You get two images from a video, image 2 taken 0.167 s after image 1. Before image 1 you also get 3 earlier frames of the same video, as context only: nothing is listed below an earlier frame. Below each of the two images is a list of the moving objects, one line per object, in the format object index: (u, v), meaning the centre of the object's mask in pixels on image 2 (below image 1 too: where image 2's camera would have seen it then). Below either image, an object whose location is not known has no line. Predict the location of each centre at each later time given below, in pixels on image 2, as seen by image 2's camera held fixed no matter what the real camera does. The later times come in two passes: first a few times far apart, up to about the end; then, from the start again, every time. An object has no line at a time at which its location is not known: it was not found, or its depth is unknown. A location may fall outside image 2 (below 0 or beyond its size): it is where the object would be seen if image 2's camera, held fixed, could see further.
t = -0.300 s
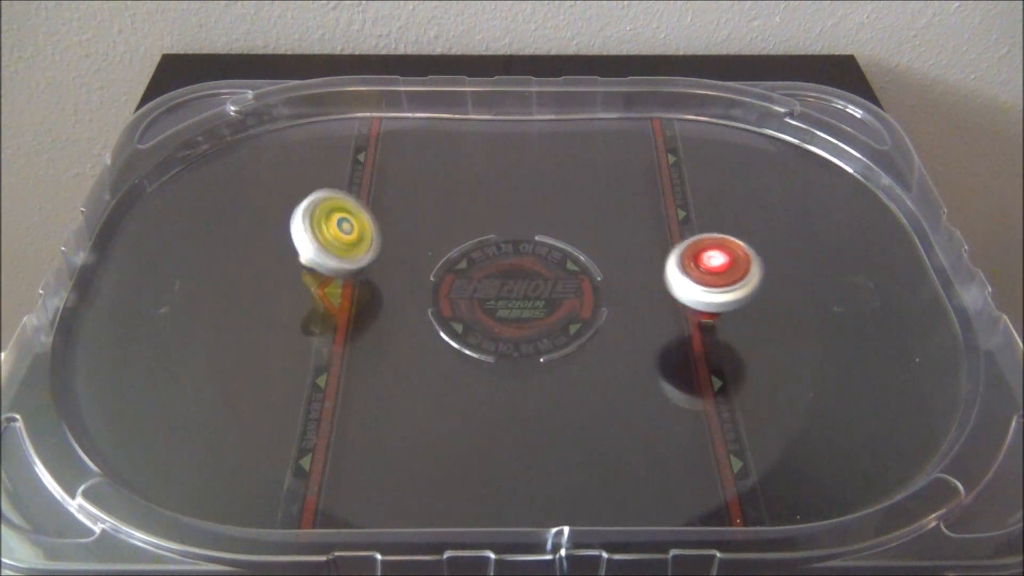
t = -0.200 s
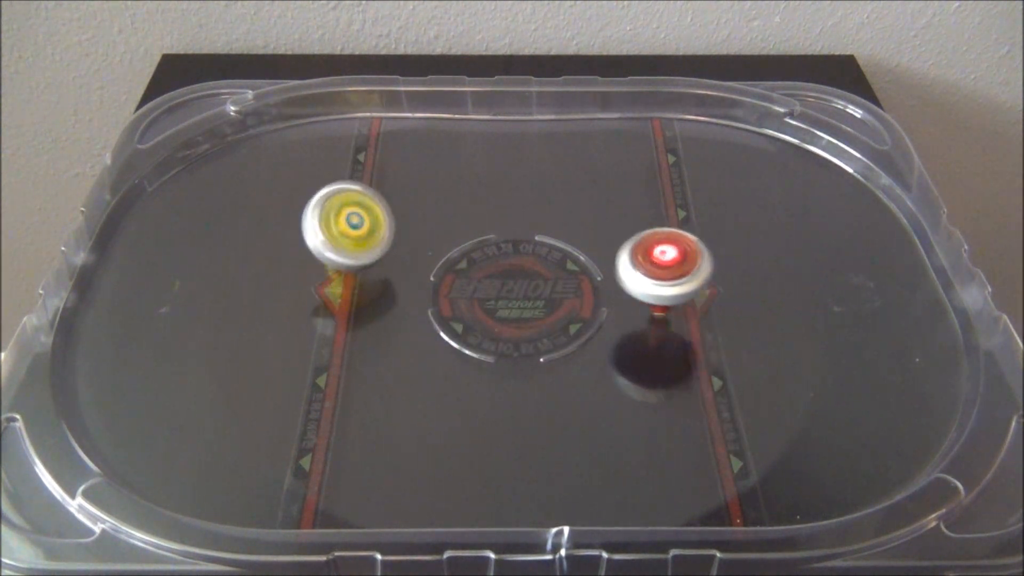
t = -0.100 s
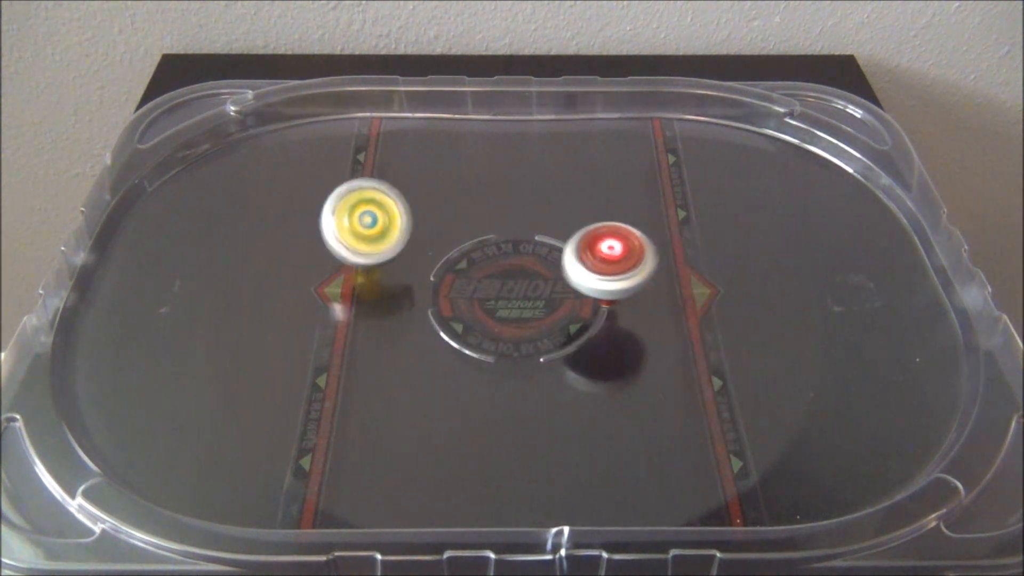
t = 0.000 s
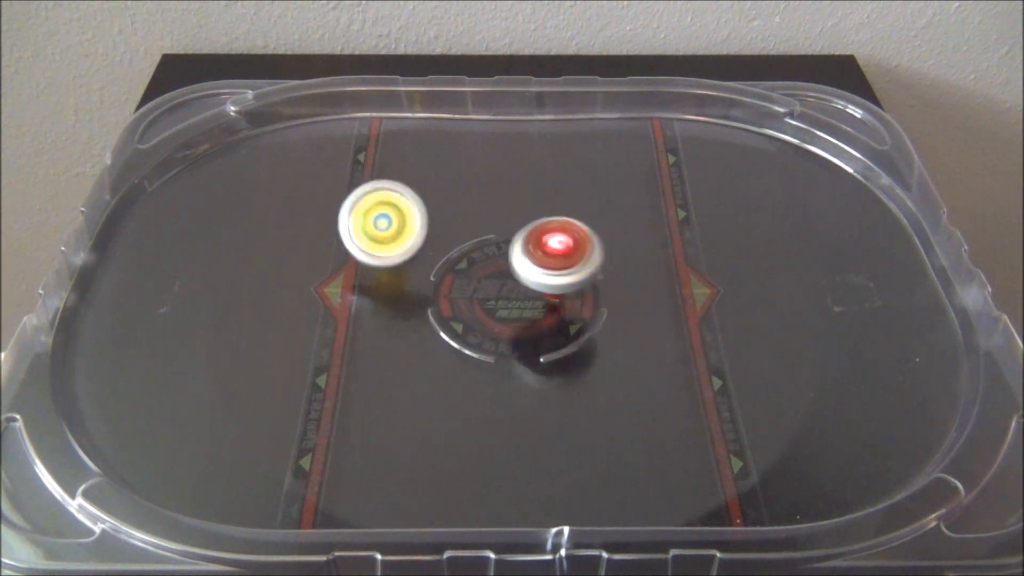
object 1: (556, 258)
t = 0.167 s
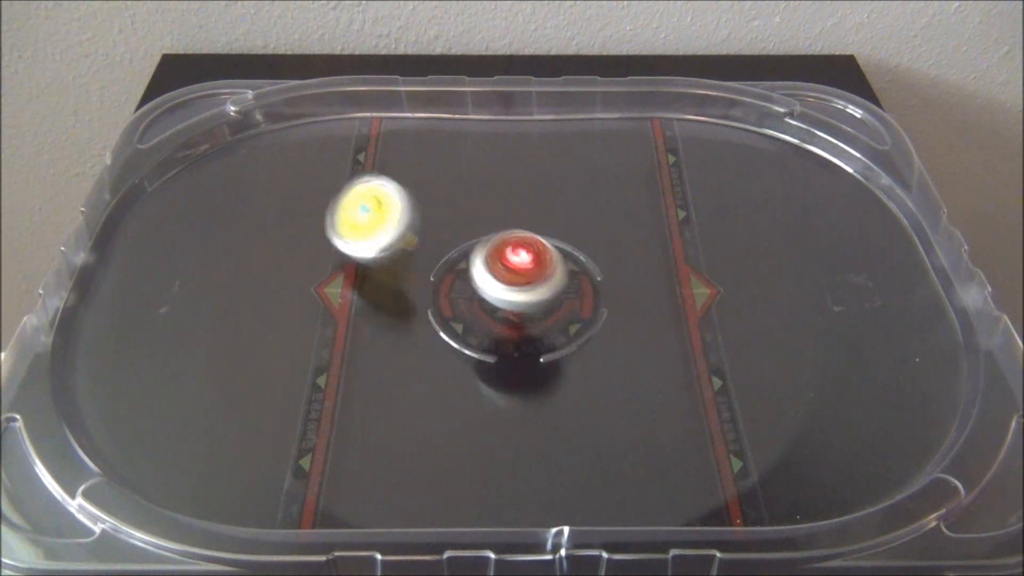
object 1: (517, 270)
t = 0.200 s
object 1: (540, 288)
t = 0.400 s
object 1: (597, 349)
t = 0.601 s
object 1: (668, 401)
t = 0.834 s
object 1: (712, 423)
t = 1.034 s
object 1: (694, 395)
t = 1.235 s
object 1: (654, 342)
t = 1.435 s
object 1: (600, 283)
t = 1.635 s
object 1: (575, 241)
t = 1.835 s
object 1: (499, 225)
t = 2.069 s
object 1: (433, 213)
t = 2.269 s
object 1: (385, 225)
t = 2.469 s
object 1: (359, 242)
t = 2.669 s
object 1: (365, 275)
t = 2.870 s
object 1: (400, 306)
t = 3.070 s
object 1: (462, 335)
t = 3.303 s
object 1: (547, 349)
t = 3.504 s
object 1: (614, 345)
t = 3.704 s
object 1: (660, 325)
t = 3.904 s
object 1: (678, 296)
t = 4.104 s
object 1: (662, 270)
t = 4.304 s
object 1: (616, 248)
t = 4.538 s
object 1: (540, 230)
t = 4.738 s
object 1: (471, 217)
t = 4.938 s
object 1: (462, 234)
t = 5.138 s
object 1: (443, 278)
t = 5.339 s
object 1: (448, 345)
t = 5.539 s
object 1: (472, 405)
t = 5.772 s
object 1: (506, 434)
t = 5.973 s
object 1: (530, 415)
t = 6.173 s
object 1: (556, 362)
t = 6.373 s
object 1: (581, 305)
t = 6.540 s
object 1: (602, 292)
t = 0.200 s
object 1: (540, 288)
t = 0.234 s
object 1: (556, 302)
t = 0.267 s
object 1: (566, 317)
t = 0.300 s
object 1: (575, 326)
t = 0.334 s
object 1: (583, 332)
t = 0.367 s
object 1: (590, 341)
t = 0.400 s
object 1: (597, 349)
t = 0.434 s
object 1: (606, 358)
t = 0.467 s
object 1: (618, 369)
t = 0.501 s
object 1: (631, 377)
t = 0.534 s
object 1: (644, 386)
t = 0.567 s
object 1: (656, 394)
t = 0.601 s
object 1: (668, 401)
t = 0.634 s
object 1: (678, 408)
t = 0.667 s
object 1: (686, 413)
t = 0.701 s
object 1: (694, 418)
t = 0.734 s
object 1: (700, 422)
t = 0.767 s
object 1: (706, 425)
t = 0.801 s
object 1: (710, 423)
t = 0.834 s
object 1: (712, 423)
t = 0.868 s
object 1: (712, 422)
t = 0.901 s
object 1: (710, 420)
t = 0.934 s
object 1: (706, 415)
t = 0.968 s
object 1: (703, 410)
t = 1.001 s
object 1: (699, 403)
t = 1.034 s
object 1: (694, 395)
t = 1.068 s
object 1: (688, 387)
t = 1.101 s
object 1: (682, 380)
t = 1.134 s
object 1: (675, 371)
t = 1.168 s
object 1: (668, 362)
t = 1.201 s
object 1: (661, 352)
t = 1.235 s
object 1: (654, 342)
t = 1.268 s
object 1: (646, 331)
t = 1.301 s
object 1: (637, 321)
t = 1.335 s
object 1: (627, 310)
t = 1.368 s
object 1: (617, 301)
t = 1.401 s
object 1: (607, 291)
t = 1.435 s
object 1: (600, 283)
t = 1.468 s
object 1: (603, 276)
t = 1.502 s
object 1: (604, 265)
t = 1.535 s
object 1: (600, 260)
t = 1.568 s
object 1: (593, 255)
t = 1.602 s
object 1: (585, 251)
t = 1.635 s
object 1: (575, 241)
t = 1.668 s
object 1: (562, 240)
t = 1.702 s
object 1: (549, 237)
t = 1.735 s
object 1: (536, 234)
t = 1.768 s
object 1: (524, 231)
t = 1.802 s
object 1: (511, 228)
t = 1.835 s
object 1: (499, 225)
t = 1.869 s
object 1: (487, 220)
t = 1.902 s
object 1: (475, 216)
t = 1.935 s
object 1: (463, 214)
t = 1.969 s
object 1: (455, 212)
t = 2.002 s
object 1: (450, 209)
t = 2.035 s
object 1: (443, 211)
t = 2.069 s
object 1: (433, 213)
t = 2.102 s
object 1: (424, 214)
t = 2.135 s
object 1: (416, 216)
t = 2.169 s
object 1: (407, 217)
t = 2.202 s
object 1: (399, 218)
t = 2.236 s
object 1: (392, 220)
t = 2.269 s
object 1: (385, 225)
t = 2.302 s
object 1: (378, 225)
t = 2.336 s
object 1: (373, 228)
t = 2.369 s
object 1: (368, 231)
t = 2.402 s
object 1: (365, 234)
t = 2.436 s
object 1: (362, 238)
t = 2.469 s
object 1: (359, 242)
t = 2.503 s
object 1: (358, 247)
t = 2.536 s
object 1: (358, 251)
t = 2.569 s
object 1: (358, 256)
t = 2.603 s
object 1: (359, 264)
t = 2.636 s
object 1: (362, 267)
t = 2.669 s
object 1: (365, 275)
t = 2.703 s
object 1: (368, 280)
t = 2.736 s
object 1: (373, 285)
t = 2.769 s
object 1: (379, 290)
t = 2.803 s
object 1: (385, 296)
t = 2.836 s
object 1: (392, 302)
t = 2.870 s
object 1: (400, 306)
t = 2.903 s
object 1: (409, 312)
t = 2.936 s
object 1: (418, 317)
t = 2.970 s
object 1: (428, 321)
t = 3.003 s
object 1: (439, 325)
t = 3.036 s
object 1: (451, 330)
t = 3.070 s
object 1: (462, 335)
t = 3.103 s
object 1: (473, 336)
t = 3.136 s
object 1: (486, 341)
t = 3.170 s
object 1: (498, 345)
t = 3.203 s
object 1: (510, 347)
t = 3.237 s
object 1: (522, 346)
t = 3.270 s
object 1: (535, 350)
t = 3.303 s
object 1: (547, 349)
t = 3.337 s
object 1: (559, 351)
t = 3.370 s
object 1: (571, 350)
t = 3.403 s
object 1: (582, 350)
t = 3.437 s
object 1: (593, 349)
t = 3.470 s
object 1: (604, 347)
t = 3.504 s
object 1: (614, 345)
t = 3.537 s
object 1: (623, 343)
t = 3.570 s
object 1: (632, 340)
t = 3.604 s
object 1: (641, 335)
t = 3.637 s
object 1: (648, 333)
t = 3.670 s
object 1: (654, 330)
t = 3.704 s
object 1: (660, 325)
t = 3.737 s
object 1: (666, 320)
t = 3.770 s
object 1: (670, 316)
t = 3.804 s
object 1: (673, 312)
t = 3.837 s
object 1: (675, 308)
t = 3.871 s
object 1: (677, 301)
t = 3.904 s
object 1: (678, 296)
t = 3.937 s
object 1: (677, 291)
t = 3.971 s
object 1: (676, 288)
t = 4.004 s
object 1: (674, 284)
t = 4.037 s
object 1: (671, 279)
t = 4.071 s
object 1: (667, 276)
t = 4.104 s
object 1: (662, 270)
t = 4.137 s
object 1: (656, 267)
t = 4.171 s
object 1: (649, 262)
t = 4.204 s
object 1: (642, 259)
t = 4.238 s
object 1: (634, 256)
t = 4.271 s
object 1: (625, 253)
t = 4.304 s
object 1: (616, 248)
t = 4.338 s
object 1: (607, 244)
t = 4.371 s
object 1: (596, 240)
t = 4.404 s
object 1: (586, 235)
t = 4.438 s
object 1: (575, 234)
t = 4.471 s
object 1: (564, 236)
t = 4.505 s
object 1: (552, 230)
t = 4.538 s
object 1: (540, 230)
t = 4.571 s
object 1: (529, 230)
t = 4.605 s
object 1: (517, 225)
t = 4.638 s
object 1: (505, 223)
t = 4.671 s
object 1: (493, 220)
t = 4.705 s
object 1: (482, 217)
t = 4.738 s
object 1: (471, 217)
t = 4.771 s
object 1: (461, 218)
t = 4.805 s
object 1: (452, 216)
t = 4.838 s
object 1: (451, 218)
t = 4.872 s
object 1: (456, 224)
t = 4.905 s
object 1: (461, 229)
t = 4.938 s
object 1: (462, 234)
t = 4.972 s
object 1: (460, 241)
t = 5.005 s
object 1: (455, 248)
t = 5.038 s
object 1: (450, 257)
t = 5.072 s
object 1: (445, 265)
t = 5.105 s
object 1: (441, 272)
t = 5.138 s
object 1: (443, 278)
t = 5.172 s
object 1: (446, 289)
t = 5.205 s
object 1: (445, 300)
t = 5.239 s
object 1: (445, 312)
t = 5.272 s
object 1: (445, 323)
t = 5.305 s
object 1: (447, 334)
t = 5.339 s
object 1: (448, 345)
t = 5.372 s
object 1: (451, 356)
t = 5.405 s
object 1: (455, 366)
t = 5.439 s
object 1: (459, 376)
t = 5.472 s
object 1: (463, 386)
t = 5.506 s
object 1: (467, 396)
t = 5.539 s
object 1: (472, 405)
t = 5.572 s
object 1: (476, 412)
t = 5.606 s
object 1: (481, 417)
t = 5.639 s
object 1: (486, 424)
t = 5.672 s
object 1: (491, 429)
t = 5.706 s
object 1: (495, 433)
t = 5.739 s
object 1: (501, 433)
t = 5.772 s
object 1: (506, 434)
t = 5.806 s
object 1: (510, 437)
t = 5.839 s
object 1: (514, 436)
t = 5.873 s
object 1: (518, 434)
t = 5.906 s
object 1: (521, 432)
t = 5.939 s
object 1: (526, 421)
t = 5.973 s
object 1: (530, 415)
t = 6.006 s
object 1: (534, 408)
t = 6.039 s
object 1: (538, 401)
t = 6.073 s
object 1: (542, 392)
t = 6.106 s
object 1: (547, 382)
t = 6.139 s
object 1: (551, 372)
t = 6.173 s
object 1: (556, 362)
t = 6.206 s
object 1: (560, 351)
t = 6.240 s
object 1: (564, 341)
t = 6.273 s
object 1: (567, 329)
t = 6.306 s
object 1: (569, 318)
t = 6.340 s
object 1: (572, 309)
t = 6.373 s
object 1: (581, 305)
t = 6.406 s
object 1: (591, 302)
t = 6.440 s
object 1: (598, 299)
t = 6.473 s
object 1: (600, 297)
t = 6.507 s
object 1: (598, 293)
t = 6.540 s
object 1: (602, 292)
